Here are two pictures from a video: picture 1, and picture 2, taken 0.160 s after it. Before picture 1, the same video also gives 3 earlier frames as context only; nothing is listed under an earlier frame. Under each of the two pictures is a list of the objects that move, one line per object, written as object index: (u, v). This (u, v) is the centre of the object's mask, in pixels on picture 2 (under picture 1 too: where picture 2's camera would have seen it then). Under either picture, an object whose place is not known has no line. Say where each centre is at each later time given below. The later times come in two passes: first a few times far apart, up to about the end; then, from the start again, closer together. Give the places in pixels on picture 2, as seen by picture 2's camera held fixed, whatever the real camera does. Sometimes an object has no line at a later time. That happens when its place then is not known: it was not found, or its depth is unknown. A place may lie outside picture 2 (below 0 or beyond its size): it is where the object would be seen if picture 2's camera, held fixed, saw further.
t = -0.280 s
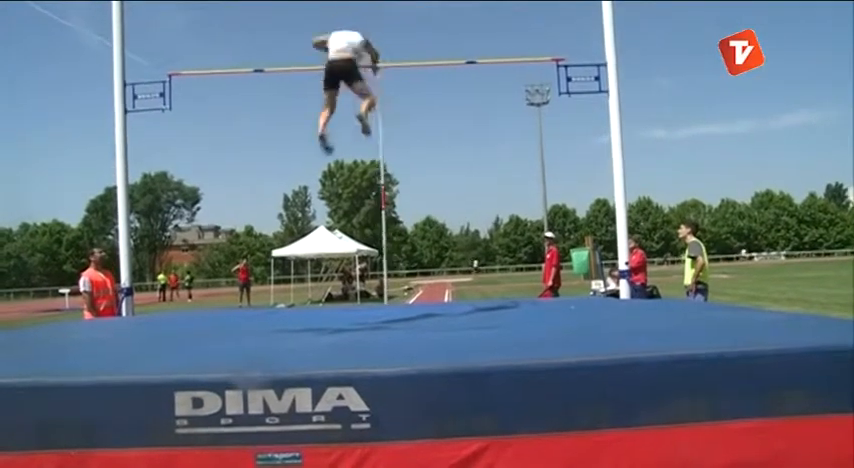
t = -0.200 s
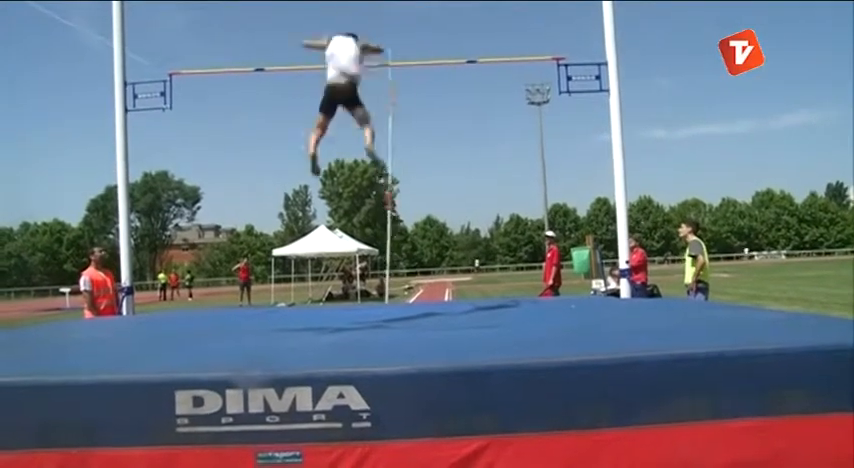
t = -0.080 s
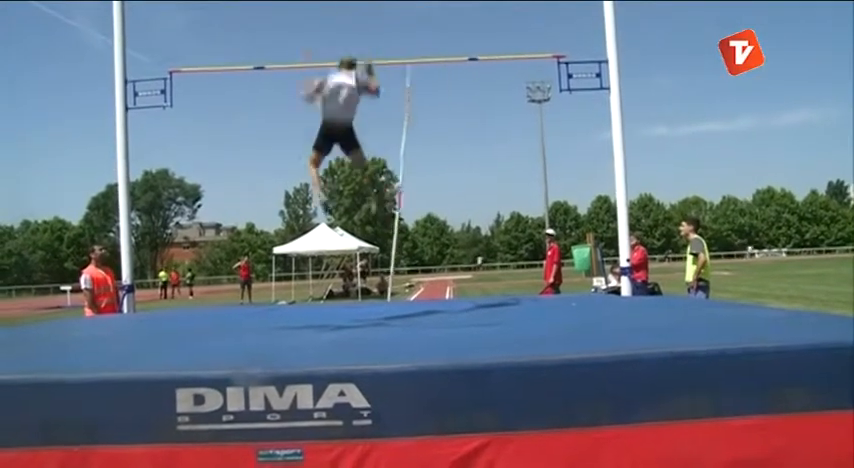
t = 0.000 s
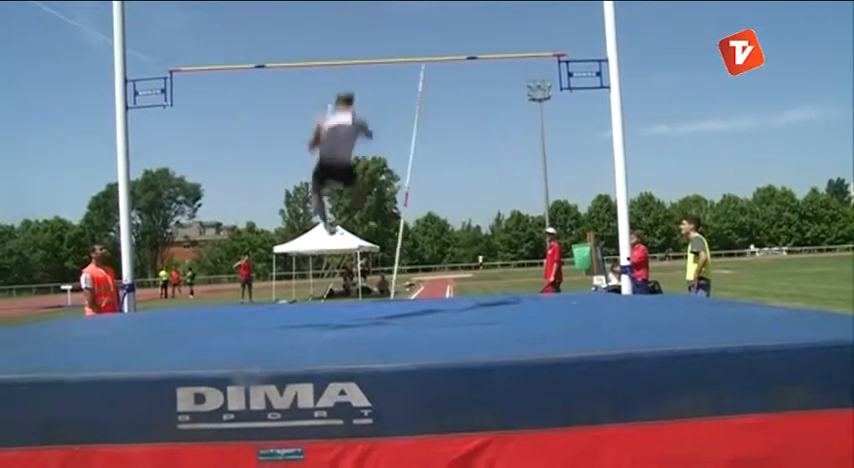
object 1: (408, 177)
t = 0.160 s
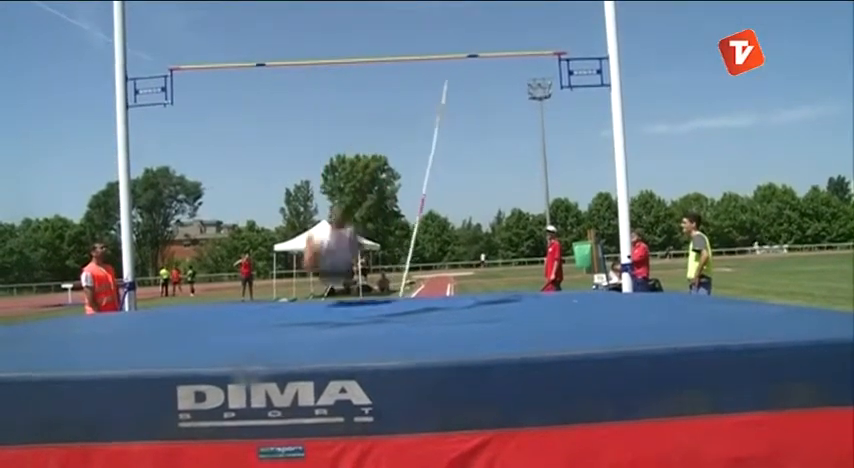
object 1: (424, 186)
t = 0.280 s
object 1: (440, 189)
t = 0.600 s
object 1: (468, 260)
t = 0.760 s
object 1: (512, 270)
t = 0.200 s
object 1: (429, 185)
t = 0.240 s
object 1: (435, 183)
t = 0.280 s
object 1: (440, 189)
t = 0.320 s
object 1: (444, 194)
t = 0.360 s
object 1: (450, 196)
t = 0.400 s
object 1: (455, 203)
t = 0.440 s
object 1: (461, 206)
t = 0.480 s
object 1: (468, 211)
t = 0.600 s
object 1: (468, 260)
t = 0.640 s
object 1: (485, 252)
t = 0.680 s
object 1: (508, 242)
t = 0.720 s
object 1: (507, 261)
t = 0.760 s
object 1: (512, 270)
